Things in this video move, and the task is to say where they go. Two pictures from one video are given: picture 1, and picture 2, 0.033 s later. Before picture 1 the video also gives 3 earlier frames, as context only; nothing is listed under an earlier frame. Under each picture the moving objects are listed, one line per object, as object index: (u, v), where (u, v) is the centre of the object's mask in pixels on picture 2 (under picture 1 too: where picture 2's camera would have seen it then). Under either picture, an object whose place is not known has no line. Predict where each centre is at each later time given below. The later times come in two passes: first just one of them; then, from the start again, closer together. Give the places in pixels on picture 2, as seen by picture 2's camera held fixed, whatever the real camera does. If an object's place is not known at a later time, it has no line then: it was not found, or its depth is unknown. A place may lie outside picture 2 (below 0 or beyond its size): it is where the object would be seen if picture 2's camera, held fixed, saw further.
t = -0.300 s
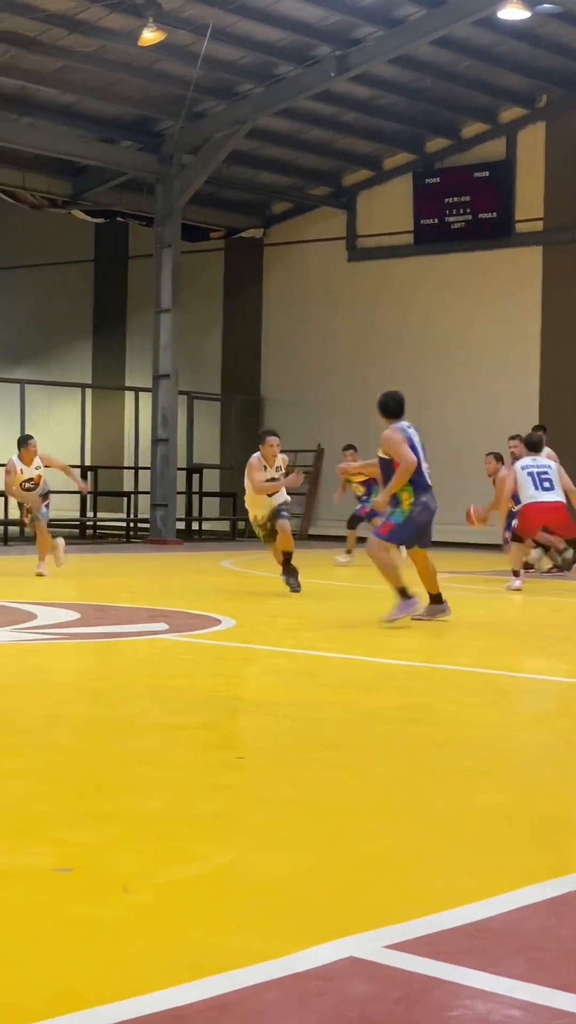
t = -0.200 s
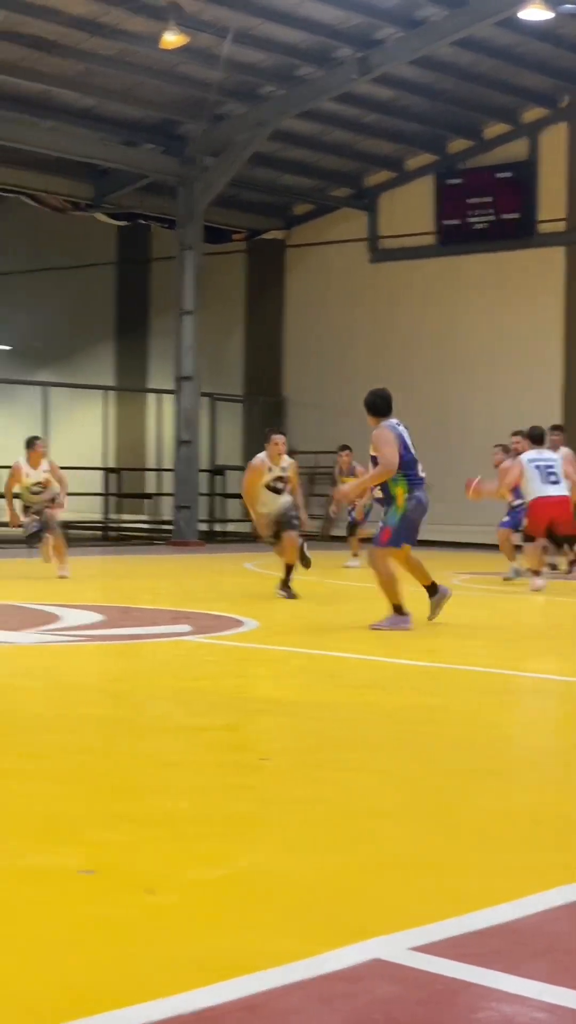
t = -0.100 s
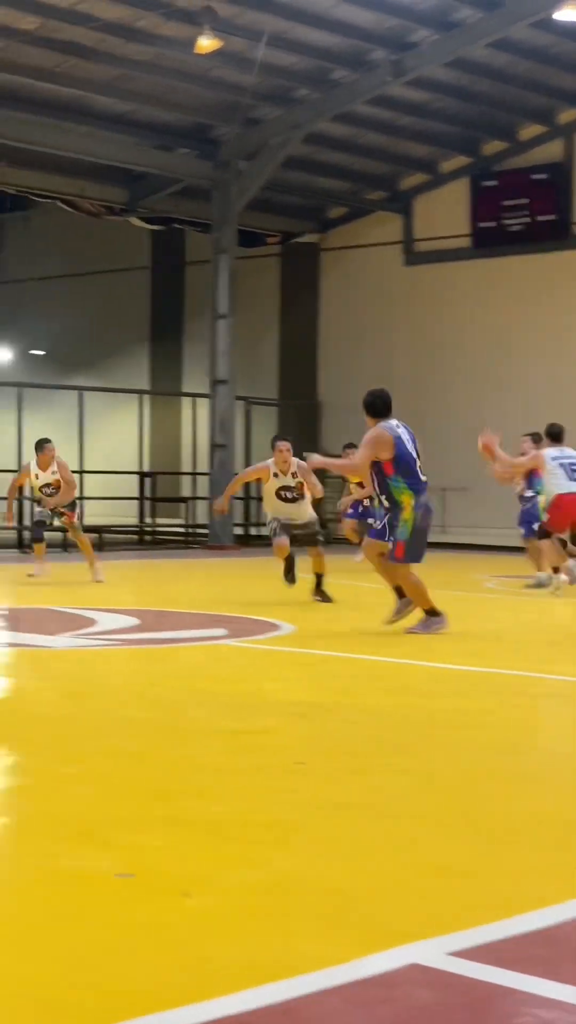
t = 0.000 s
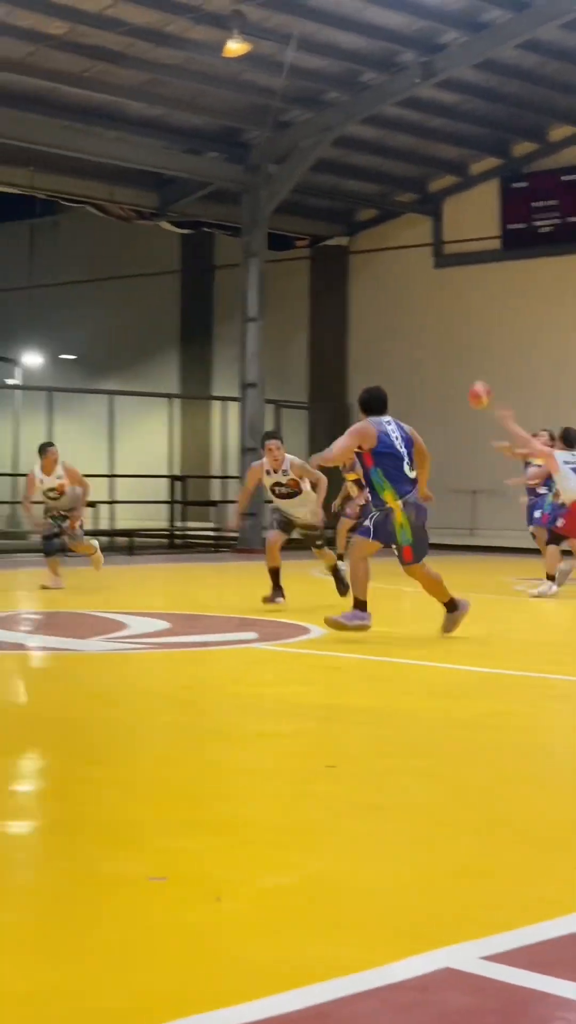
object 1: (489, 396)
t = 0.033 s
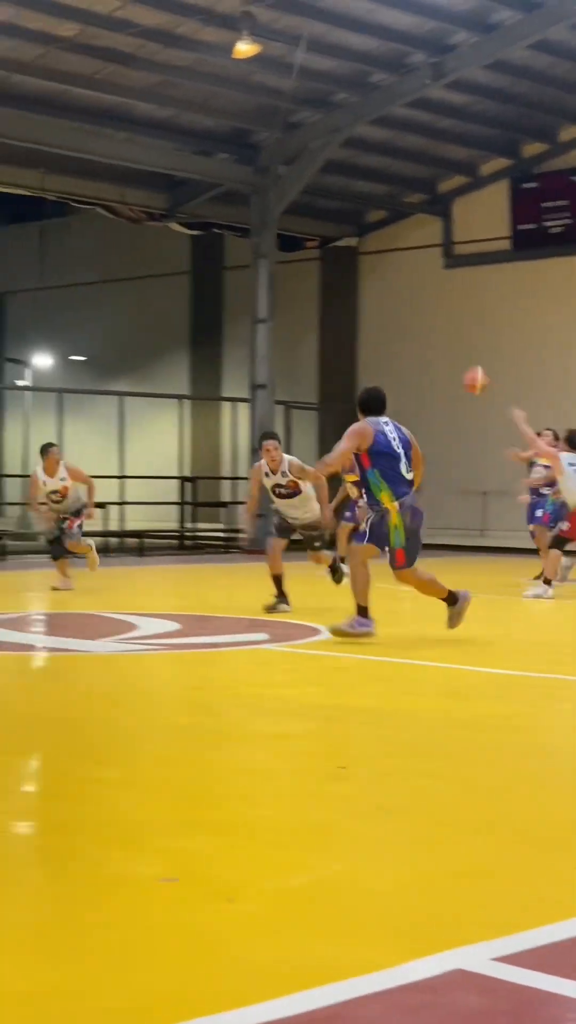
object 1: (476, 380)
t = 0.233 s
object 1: (383, 296)
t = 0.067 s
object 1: (462, 365)
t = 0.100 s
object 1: (447, 350)
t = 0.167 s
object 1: (416, 322)
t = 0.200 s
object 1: (400, 309)
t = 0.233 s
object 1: (383, 296)
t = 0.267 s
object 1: (366, 285)
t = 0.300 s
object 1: (348, 274)
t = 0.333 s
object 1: (329, 264)
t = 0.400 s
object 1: (290, 246)
